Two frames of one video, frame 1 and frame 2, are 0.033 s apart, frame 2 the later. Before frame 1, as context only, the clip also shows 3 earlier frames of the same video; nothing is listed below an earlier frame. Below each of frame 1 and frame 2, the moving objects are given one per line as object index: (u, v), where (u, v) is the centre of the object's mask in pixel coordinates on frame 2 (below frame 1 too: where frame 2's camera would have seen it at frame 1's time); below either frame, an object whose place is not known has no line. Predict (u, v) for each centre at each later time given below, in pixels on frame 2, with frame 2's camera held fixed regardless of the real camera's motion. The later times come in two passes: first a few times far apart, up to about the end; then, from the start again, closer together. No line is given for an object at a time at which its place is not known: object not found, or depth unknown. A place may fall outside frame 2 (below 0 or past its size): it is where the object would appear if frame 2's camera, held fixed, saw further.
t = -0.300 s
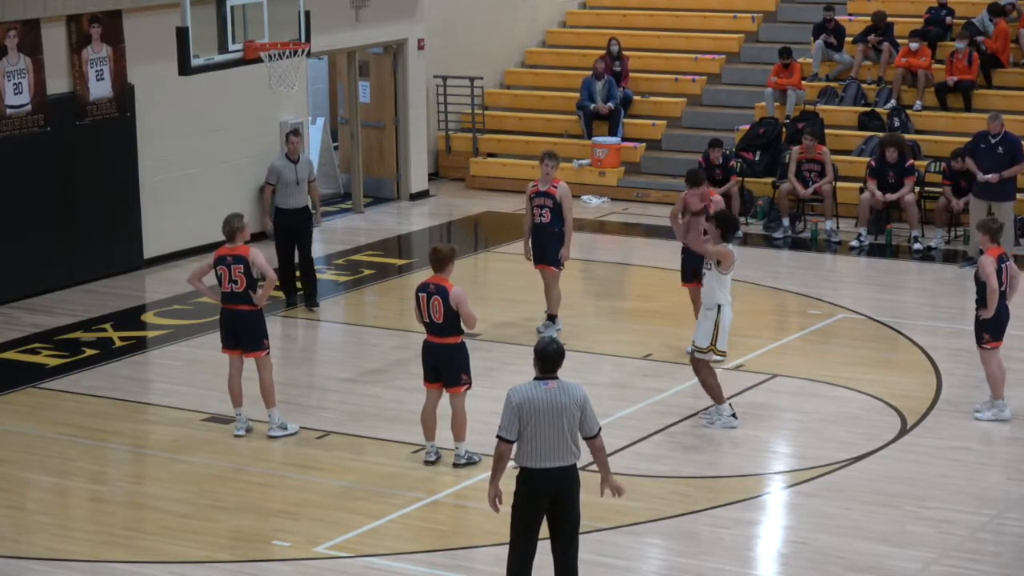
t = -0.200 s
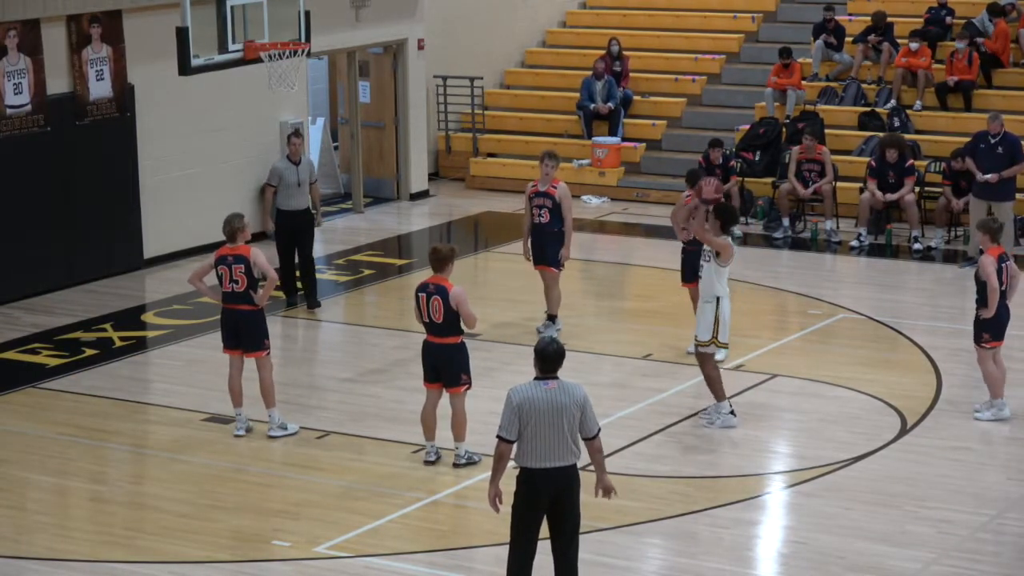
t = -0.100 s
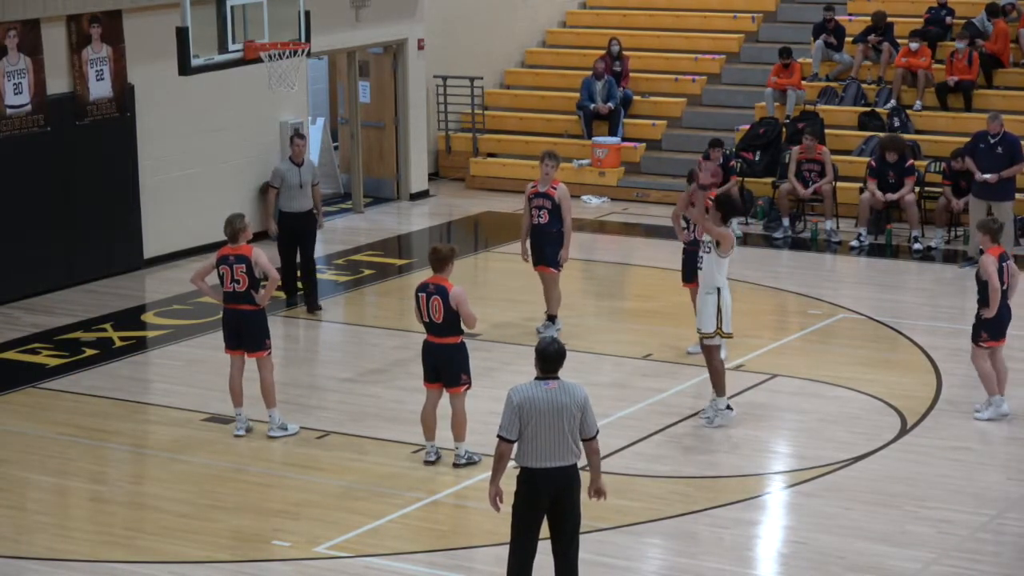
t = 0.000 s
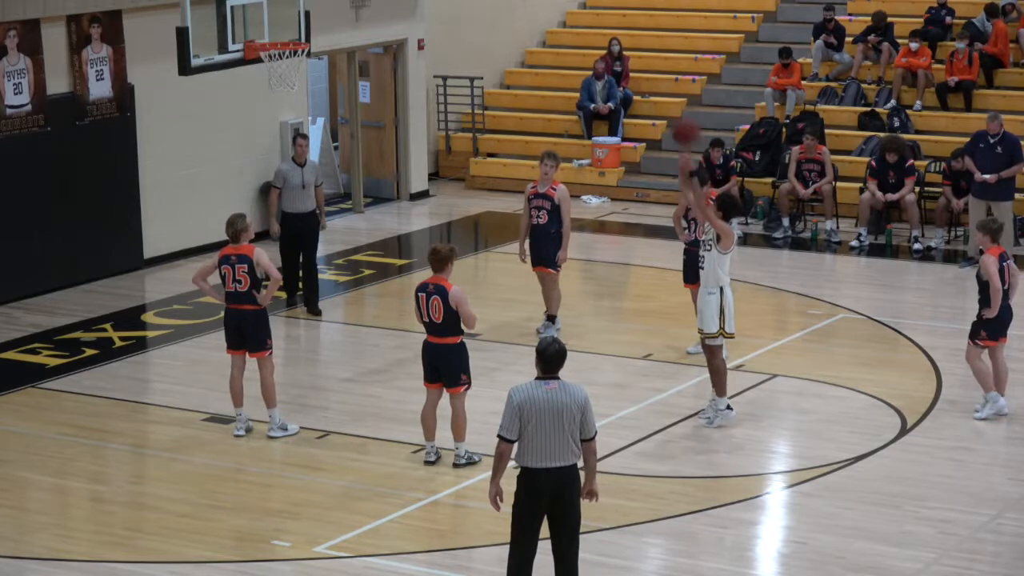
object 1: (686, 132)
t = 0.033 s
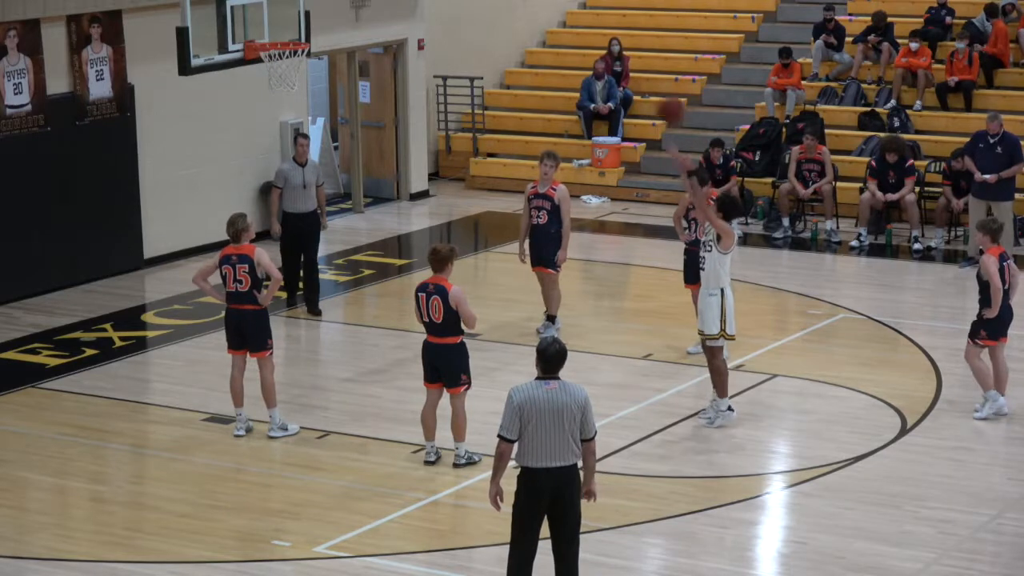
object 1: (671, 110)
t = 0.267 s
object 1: (568, 4)
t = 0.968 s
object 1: (310, 31)
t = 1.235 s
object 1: (305, 3)
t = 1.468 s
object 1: (305, 14)
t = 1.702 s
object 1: (287, 20)
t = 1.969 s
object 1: (268, 22)
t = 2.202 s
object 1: (268, 32)
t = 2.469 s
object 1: (288, 41)
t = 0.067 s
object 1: (655, 89)
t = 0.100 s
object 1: (641, 70)
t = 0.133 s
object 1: (629, 51)
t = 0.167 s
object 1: (613, 36)
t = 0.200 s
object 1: (599, 22)
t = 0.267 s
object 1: (568, 4)
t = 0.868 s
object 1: (343, 3)
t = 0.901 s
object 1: (332, 8)
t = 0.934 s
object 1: (321, 17)
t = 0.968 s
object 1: (310, 31)
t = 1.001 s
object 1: (306, 32)
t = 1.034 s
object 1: (306, 23)
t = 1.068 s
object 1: (306, 14)
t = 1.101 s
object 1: (305, 10)
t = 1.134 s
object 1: (305, 7)
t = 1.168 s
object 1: (305, 5)
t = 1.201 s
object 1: (305, 4)
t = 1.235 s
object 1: (305, 3)
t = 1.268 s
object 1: (305, 3)
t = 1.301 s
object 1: (305, 3)
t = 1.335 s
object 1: (305, 4)
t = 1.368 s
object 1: (305, 5)
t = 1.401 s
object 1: (305, 7)
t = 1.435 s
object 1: (305, 10)
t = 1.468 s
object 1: (305, 14)
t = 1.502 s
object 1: (305, 22)
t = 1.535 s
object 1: (305, 31)
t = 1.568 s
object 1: (302, 28)
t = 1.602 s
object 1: (298, 26)
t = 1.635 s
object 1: (294, 22)
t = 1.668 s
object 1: (290, 20)
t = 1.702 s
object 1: (287, 20)
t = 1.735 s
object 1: (283, 20)
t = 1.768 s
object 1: (279, 22)
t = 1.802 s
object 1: (276, 25)
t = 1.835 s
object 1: (272, 30)
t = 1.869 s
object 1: (269, 32)
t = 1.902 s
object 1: (269, 27)
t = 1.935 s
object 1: (268, 25)
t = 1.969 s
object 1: (268, 22)
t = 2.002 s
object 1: (267, 22)
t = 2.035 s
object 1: (266, 22)
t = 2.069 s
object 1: (266, 24)
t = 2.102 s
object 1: (266, 27)
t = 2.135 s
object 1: (265, 31)
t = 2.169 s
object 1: (265, 34)
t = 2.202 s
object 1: (268, 32)
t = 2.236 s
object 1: (270, 30)
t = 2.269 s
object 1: (273, 29)
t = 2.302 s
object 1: (276, 30)
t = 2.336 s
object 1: (279, 31)
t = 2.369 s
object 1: (282, 34)
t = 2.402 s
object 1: (285, 37)
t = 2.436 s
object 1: (287, 40)
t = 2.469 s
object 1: (288, 41)
